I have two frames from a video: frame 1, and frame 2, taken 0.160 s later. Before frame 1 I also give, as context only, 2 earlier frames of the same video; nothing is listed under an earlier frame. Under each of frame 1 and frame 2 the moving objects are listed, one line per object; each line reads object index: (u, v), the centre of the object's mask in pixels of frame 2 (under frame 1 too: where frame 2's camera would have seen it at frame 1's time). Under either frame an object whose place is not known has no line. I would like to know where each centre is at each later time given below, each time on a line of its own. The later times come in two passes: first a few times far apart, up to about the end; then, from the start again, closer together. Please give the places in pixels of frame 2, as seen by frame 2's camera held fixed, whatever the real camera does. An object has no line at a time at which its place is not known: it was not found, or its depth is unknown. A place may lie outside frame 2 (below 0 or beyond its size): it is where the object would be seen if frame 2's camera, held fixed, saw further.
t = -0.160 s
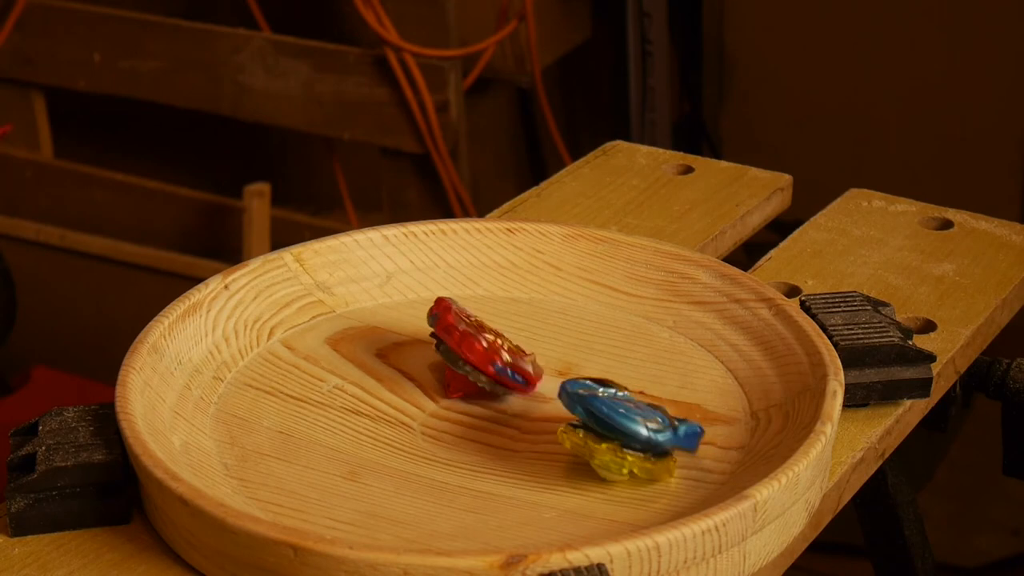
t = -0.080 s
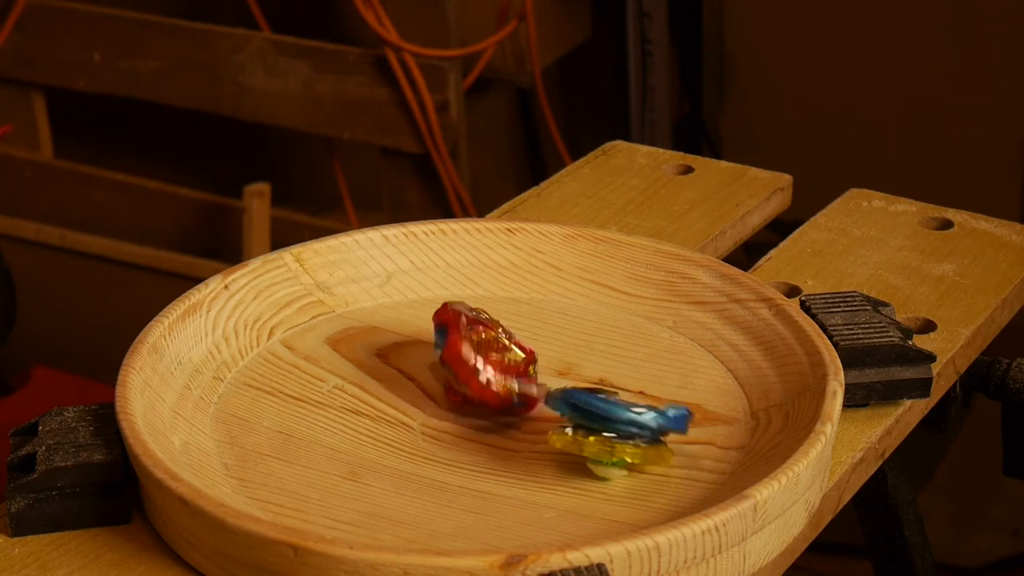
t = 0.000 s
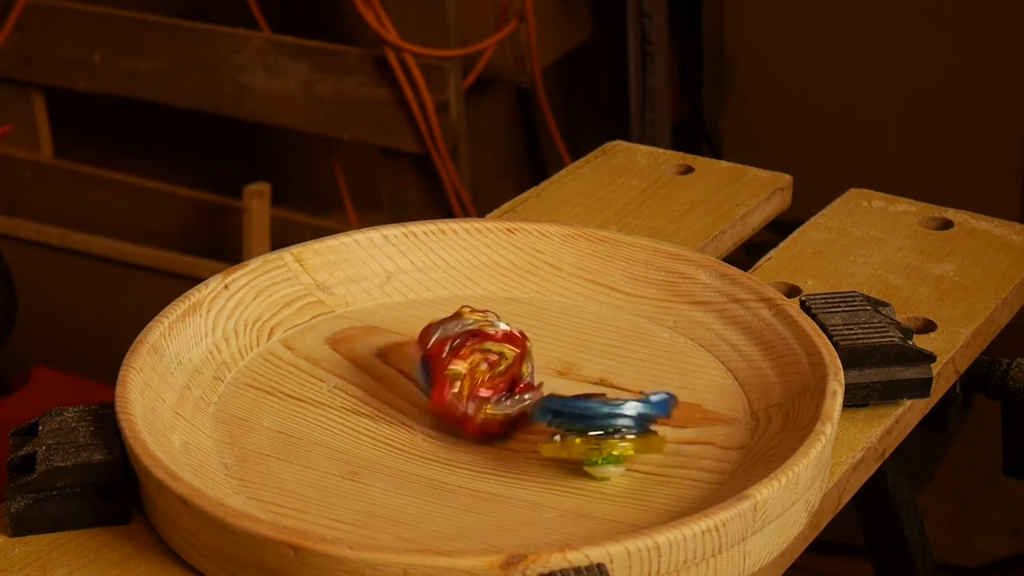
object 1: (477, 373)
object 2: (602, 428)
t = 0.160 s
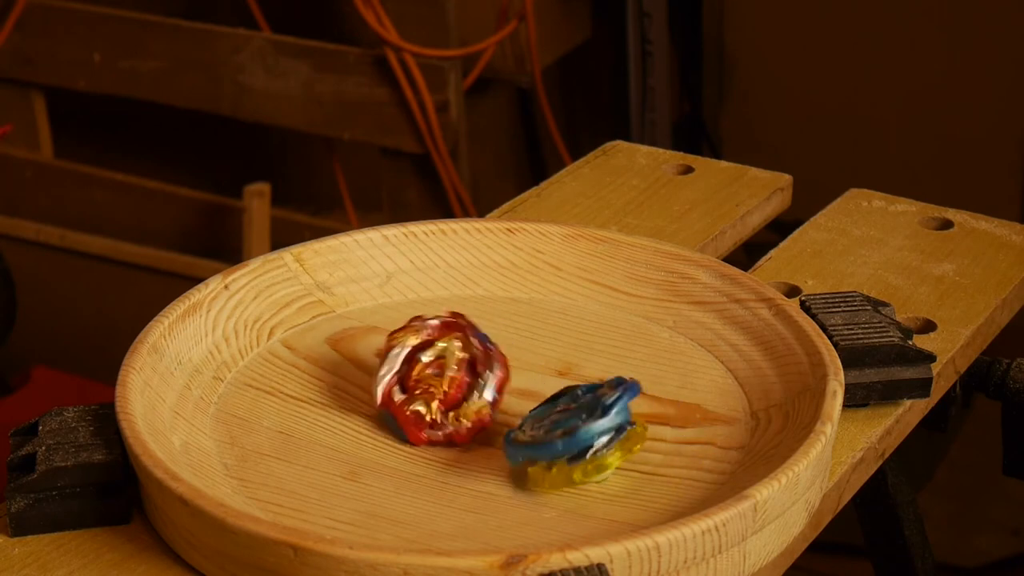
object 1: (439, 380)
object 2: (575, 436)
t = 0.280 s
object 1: (431, 378)
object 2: (574, 438)
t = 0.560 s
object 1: (440, 380)
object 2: (574, 436)
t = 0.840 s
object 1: (443, 381)
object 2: (595, 429)
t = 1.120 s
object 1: (444, 381)
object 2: (580, 433)
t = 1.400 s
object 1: (444, 381)
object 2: (594, 429)
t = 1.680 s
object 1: (444, 381)
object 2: (581, 433)
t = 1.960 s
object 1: (444, 381)
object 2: (593, 429)
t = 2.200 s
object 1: (444, 381)
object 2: (583, 432)
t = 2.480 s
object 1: (444, 381)
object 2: (590, 430)
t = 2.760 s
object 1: (444, 381)
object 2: (586, 431)
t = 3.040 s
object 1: (444, 381)
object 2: (588, 430)
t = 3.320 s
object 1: (444, 381)
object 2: (592, 429)
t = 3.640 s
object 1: (444, 381)
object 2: (584, 432)
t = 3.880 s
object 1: (444, 381)
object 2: (592, 429)
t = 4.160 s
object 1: (444, 381)
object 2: (584, 432)
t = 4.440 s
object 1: (444, 381)
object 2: (590, 430)
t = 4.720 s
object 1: (444, 381)
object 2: (586, 431)
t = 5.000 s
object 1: (444, 381)
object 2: (588, 430)
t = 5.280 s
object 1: (444, 381)
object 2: (588, 430)
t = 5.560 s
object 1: (444, 381)
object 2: (585, 431)
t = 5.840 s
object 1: (444, 381)
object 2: (590, 430)
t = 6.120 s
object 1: (444, 381)
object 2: (585, 431)
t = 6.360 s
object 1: (444, 381)
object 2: (586, 431)
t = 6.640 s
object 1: (444, 381)
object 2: (588, 430)
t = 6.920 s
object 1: (444, 381)
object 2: (587, 431)
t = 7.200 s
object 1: (444, 381)
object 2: (587, 431)
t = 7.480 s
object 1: (444, 381)
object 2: (587, 430)
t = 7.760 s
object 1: (444, 381)
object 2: (587, 431)
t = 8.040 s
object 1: (444, 381)
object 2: (588, 430)
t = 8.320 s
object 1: (444, 381)
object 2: (588, 430)
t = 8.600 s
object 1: (444, 381)
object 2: (588, 431)
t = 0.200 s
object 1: (432, 378)
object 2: (574, 437)
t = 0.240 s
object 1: (430, 378)
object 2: (573, 437)
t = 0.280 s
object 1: (431, 378)
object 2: (574, 438)
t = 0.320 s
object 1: (436, 379)
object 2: (575, 439)
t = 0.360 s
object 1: (443, 380)
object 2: (576, 439)
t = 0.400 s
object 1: (448, 380)
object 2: (576, 439)
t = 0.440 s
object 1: (449, 380)
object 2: (575, 439)
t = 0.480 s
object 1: (448, 380)
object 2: (574, 438)
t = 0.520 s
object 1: (444, 381)
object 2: (573, 437)
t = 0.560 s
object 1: (440, 380)
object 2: (574, 436)
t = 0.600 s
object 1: (439, 380)
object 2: (576, 435)
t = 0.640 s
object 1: (440, 380)
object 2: (576, 435)
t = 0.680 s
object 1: (442, 381)
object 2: (578, 433)
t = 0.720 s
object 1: (444, 381)
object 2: (581, 433)
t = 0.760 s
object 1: (445, 381)
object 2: (586, 432)
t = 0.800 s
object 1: (443, 381)
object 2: (591, 430)
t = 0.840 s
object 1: (443, 381)
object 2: (595, 429)
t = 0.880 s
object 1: (444, 381)
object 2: (597, 428)
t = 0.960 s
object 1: (444, 381)
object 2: (593, 429)
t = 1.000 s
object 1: (444, 381)
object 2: (588, 431)
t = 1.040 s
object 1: (444, 381)
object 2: (584, 432)
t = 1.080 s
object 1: (444, 381)
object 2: (581, 433)
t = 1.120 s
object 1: (444, 381)
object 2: (580, 433)
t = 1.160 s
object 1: (444, 381)
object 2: (579, 433)
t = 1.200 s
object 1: (444, 381)
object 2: (579, 434)
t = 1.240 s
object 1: (444, 381)
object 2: (580, 433)
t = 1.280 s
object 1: (444, 381)
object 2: (582, 432)
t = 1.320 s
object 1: (444, 381)
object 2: (586, 431)
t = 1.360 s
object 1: (444, 381)
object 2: (590, 430)
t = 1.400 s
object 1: (444, 381)
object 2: (594, 429)
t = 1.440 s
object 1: (444, 381)
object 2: (596, 428)
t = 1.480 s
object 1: (444, 381)
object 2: (595, 429)
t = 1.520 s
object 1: (444, 381)
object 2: (592, 429)
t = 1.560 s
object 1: (444, 381)
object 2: (588, 430)
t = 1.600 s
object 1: (444, 381)
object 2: (585, 432)
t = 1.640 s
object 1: (444, 381)
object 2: (581, 433)
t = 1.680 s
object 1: (444, 381)
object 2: (581, 433)
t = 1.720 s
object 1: (444, 381)
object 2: (580, 433)
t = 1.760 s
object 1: (444, 381)
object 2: (580, 433)
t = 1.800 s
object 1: (444, 381)
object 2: (581, 433)
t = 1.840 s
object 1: (444, 381)
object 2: (584, 432)
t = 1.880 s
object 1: (444, 381)
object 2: (587, 431)
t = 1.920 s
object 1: (444, 381)
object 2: (591, 430)
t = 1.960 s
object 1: (444, 381)
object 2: (593, 429)
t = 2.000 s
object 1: (444, 381)
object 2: (595, 428)
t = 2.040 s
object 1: (444, 381)
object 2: (594, 429)
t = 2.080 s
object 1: (444, 381)
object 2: (591, 429)
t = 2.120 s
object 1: (444, 381)
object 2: (588, 430)
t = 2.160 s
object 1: (444, 381)
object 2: (585, 431)
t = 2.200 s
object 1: (444, 381)
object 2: (583, 432)
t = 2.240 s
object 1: (444, 381)
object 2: (582, 433)
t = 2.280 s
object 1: (444, 381)
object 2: (581, 432)
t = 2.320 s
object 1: (444, 381)
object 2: (581, 433)
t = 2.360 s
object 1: (444, 381)
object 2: (583, 432)
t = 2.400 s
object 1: (444, 381)
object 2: (585, 431)
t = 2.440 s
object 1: (444, 381)
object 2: (588, 431)
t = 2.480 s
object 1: (444, 381)
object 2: (590, 430)
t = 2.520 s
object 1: (444, 381)
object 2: (593, 429)
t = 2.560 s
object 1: (444, 381)
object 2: (594, 429)
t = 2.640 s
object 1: (444, 381)
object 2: (593, 429)
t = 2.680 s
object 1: (444, 381)
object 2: (591, 430)
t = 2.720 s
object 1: (444, 381)
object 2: (588, 430)
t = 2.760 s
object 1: (444, 381)
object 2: (586, 431)
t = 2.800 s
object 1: (444, 381)
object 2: (583, 432)
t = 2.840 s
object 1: (444, 381)
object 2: (582, 432)
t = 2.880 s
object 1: (444, 381)
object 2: (582, 432)
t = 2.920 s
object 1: (444, 381)
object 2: (582, 432)
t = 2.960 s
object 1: (444, 381)
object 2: (584, 432)
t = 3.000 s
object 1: (444, 381)
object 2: (586, 431)
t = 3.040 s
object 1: (444, 381)
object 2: (588, 430)
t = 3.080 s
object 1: (444, 381)
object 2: (590, 430)
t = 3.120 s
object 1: (444, 381)
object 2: (592, 429)
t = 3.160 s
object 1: (444, 381)
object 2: (593, 429)
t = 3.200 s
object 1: (444, 381)
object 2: (594, 429)
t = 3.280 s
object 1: (444, 381)
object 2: (593, 429)
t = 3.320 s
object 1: (444, 381)
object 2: (592, 429)
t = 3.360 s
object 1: (444, 381)
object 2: (590, 430)
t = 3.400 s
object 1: (444, 381)
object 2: (588, 430)
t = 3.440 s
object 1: (444, 381)
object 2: (586, 431)
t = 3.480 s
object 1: (444, 381)
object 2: (584, 432)
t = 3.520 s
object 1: (444, 381)
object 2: (583, 432)
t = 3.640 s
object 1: (444, 381)
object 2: (584, 432)
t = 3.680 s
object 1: (444, 381)
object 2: (586, 431)
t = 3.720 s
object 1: (444, 381)
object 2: (588, 430)
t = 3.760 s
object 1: (444, 381)
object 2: (590, 430)
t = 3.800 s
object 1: (444, 381)
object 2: (591, 429)
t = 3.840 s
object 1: (444, 381)
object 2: (592, 429)
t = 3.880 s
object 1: (444, 381)
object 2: (592, 429)
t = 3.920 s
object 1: (444, 381)
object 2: (592, 429)
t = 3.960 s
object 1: (444, 381)
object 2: (592, 429)
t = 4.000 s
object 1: (444, 381)
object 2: (591, 429)
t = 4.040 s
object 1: (444, 381)
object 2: (589, 430)
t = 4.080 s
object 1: (444, 381)
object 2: (588, 431)
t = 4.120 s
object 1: (444, 381)
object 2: (586, 431)
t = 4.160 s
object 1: (444, 381)
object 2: (584, 432)
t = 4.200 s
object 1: (444, 381)
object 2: (583, 432)
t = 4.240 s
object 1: (444, 381)
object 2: (583, 432)
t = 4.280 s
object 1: (444, 381)
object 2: (584, 432)
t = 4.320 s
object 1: (444, 381)
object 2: (585, 431)
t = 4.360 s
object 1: (444, 381)
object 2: (587, 431)
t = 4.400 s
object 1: (444, 381)
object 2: (589, 430)
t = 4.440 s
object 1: (444, 381)
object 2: (590, 430)
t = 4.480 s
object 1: (444, 381)
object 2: (591, 429)
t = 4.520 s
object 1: (444, 381)
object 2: (592, 429)
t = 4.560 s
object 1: (444, 381)
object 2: (592, 429)
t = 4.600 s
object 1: (444, 381)
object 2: (591, 429)
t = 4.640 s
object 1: (444, 381)
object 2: (590, 430)
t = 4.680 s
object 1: (444, 381)
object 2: (588, 430)
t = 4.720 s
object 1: (444, 381)
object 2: (586, 431)
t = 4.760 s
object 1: (444, 381)
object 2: (585, 431)
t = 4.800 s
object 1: (444, 381)
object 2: (584, 432)
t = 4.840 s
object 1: (444, 381)
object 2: (584, 432)
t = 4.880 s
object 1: (444, 381)
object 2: (584, 432)
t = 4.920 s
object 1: (444, 381)
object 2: (585, 431)
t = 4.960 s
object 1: (444, 381)
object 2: (586, 431)
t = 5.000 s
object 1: (444, 381)
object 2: (588, 430)
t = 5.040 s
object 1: (444, 381)
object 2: (589, 430)
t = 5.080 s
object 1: (444, 381)
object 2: (590, 429)
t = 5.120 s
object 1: (444, 381)
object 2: (591, 429)
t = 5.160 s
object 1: (444, 381)
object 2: (591, 429)
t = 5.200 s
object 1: (444, 381)
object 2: (591, 430)
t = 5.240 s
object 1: (444, 381)
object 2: (590, 430)
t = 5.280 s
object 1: (444, 381)
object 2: (588, 430)
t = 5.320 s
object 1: (444, 381)
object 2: (587, 431)
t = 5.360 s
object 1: (444, 381)
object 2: (586, 431)
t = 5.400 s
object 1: (444, 381)
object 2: (584, 432)
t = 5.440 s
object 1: (444, 381)
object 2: (584, 432)
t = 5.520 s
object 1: (444, 381)
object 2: (584, 432)
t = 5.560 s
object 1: (444, 381)
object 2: (585, 431)
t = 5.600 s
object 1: (444, 381)
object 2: (586, 431)
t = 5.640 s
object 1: (444, 381)
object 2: (588, 431)
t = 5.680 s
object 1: (444, 381)
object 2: (588, 430)
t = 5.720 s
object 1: (444, 381)
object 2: (589, 430)
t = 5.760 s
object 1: (444, 381)
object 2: (590, 430)
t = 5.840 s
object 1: (444, 381)
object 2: (590, 430)
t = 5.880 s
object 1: (444, 381)
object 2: (589, 430)
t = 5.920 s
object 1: (444, 381)
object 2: (588, 431)
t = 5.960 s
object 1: (444, 381)
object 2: (587, 431)
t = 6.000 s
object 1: (444, 381)
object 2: (586, 431)
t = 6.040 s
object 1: (444, 381)
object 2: (586, 431)
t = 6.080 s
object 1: (444, 381)
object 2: (585, 431)
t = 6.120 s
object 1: (444, 381)
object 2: (585, 431)
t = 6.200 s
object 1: (444, 381)
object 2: (585, 431)
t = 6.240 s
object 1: (444, 381)
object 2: (585, 431)
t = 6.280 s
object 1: (444, 381)
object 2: (585, 432)
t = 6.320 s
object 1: (444, 381)
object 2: (586, 432)
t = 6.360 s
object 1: (444, 381)
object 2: (586, 431)
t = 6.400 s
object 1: (444, 381)
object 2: (587, 431)
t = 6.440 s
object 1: (444, 381)
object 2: (588, 431)
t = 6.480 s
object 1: (444, 381)
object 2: (589, 430)
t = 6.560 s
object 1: (444, 381)
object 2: (589, 430)
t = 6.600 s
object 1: (444, 381)
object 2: (589, 430)
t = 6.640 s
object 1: (444, 381)
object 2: (588, 430)
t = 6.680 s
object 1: (444, 381)
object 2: (588, 431)
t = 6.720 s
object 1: (444, 381)
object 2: (587, 431)
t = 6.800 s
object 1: (444, 381)
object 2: (586, 431)
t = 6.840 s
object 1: (444, 381)
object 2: (586, 431)
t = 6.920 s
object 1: (444, 381)
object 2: (587, 431)
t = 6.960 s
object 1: (444, 381)
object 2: (587, 431)
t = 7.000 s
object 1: (444, 381)
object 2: (588, 430)
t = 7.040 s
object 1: (444, 381)
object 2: (588, 430)
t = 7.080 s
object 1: (444, 381)
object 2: (588, 430)
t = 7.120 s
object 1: (444, 381)
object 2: (588, 430)
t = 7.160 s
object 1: (444, 381)
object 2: (587, 431)
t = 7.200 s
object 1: (444, 381)
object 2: (587, 431)
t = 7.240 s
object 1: (444, 381)
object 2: (587, 431)
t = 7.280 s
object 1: (444, 381)
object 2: (587, 431)
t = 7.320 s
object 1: (444, 381)
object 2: (588, 431)
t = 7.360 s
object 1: (444, 381)
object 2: (588, 431)
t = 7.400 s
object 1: (444, 381)
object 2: (588, 430)
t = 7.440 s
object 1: (444, 381)
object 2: (588, 431)
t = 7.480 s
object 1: (444, 381)
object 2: (587, 430)
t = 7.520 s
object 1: (444, 381)
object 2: (587, 431)
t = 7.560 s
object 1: (444, 381)
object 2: (587, 431)
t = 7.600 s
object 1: (444, 381)
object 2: (588, 430)
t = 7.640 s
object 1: (444, 381)
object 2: (588, 430)
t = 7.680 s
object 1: (444, 381)
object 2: (588, 430)
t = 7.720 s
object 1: (444, 381)
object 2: (587, 430)
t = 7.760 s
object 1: (444, 381)
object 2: (587, 431)
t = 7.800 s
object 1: (444, 381)
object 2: (587, 431)
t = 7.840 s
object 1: (444, 381)
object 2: (588, 430)
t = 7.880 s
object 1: (444, 381)
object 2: (588, 430)
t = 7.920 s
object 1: (444, 381)
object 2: (588, 430)
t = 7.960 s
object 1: (444, 381)
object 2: (588, 431)
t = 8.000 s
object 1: (444, 381)
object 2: (588, 430)
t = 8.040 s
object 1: (444, 381)
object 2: (588, 430)
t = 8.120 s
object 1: (444, 381)
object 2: (588, 430)
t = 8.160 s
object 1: (444, 381)
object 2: (588, 430)
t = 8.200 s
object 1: (444, 381)
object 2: (588, 430)
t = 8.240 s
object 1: (444, 381)
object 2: (588, 430)
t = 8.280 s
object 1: (444, 381)
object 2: (588, 431)
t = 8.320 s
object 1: (444, 381)
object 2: (588, 430)
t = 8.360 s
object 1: (444, 381)
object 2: (588, 430)
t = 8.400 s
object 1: (444, 381)
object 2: (588, 430)
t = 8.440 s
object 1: (444, 381)
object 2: (588, 430)
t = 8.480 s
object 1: (444, 381)
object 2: (588, 430)
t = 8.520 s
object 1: (444, 381)
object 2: (588, 430)
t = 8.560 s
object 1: (444, 381)
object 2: (588, 430)
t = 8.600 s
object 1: (444, 381)
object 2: (588, 431)
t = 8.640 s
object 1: (444, 381)
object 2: (588, 430)
